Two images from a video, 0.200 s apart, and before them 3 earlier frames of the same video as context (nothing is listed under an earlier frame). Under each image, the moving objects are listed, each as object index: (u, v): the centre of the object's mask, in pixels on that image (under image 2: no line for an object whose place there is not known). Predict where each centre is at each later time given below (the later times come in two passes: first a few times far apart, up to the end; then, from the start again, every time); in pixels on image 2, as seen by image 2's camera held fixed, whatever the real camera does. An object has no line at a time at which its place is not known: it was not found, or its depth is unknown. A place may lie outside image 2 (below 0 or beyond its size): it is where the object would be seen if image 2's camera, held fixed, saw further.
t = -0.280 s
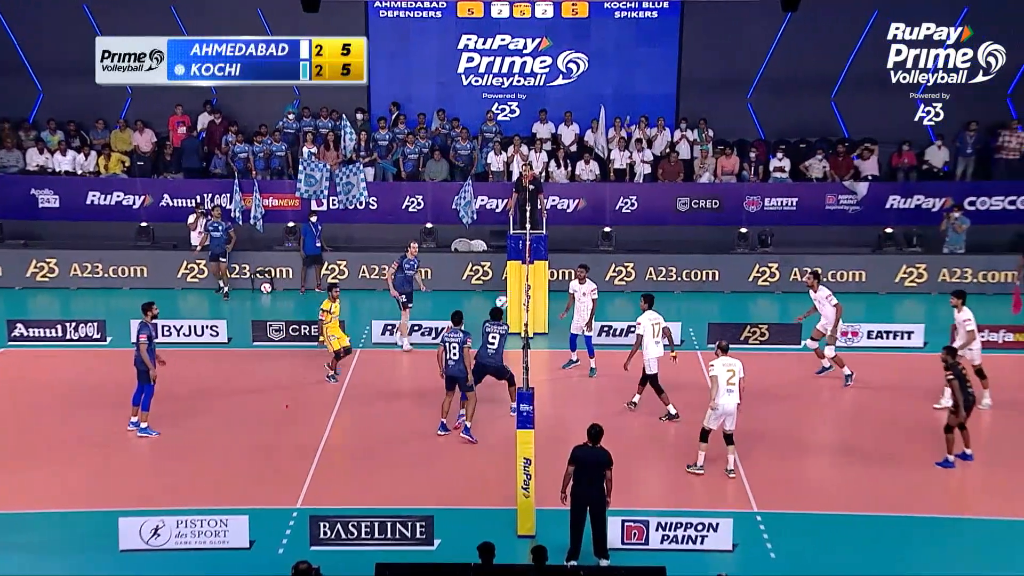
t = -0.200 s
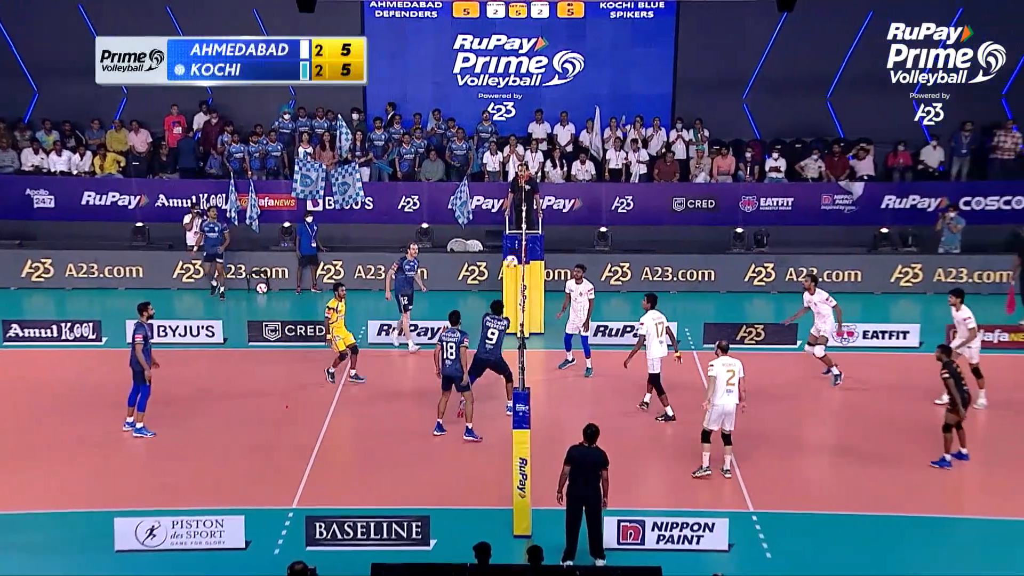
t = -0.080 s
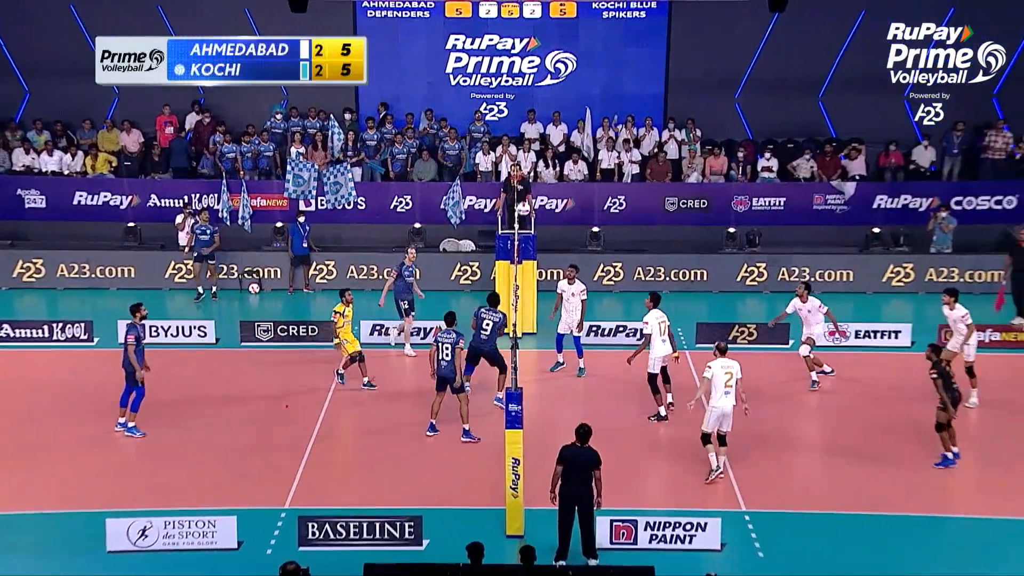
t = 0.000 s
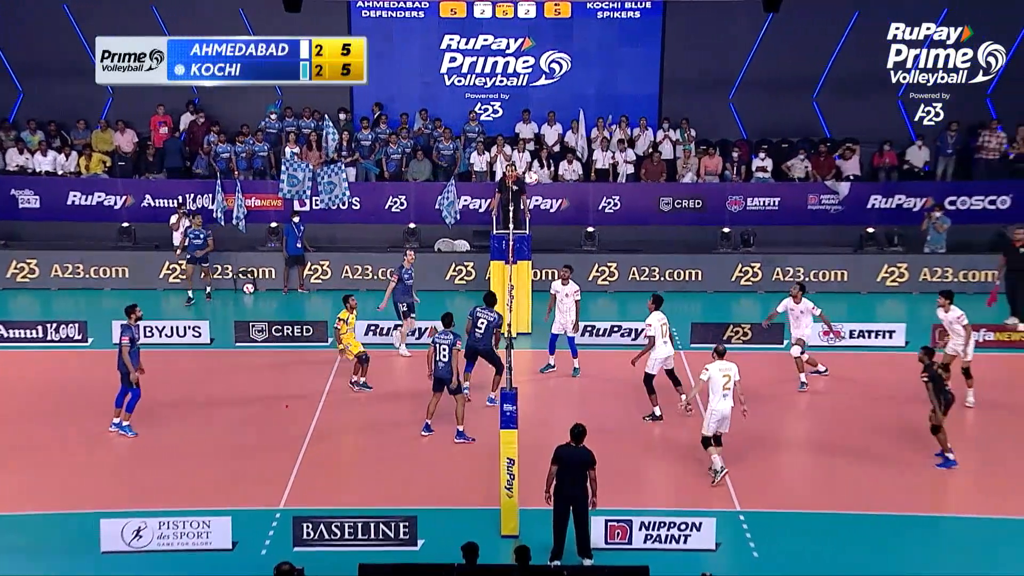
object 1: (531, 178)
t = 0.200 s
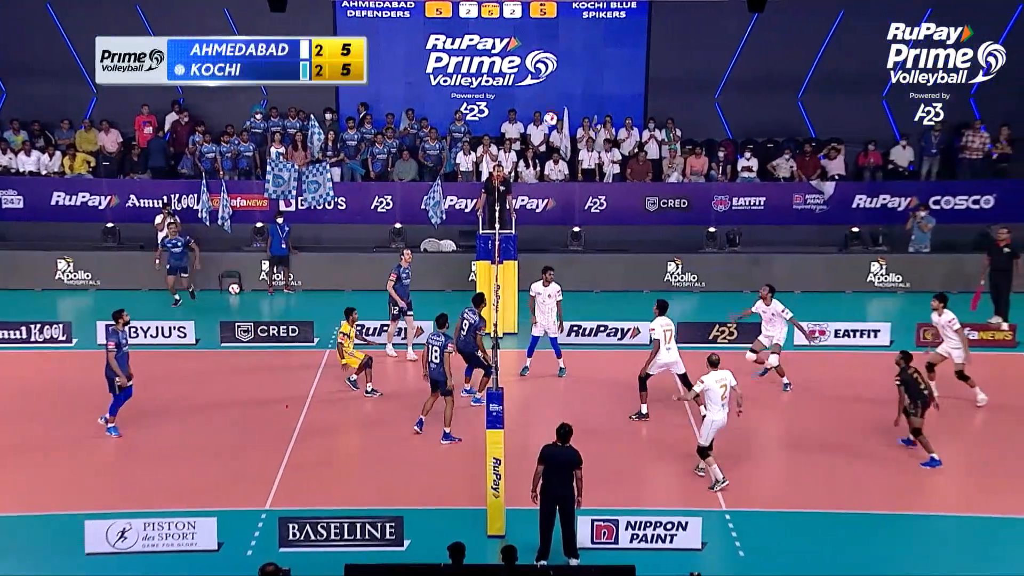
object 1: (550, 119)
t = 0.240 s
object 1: (556, 110)
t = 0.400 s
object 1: (582, 87)
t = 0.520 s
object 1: (599, 80)
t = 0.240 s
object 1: (556, 110)
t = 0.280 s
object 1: (562, 103)
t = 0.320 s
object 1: (569, 97)
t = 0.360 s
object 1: (575, 91)
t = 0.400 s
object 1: (582, 87)
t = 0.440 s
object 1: (588, 83)
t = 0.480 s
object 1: (594, 81)
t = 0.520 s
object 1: (599, 80)
